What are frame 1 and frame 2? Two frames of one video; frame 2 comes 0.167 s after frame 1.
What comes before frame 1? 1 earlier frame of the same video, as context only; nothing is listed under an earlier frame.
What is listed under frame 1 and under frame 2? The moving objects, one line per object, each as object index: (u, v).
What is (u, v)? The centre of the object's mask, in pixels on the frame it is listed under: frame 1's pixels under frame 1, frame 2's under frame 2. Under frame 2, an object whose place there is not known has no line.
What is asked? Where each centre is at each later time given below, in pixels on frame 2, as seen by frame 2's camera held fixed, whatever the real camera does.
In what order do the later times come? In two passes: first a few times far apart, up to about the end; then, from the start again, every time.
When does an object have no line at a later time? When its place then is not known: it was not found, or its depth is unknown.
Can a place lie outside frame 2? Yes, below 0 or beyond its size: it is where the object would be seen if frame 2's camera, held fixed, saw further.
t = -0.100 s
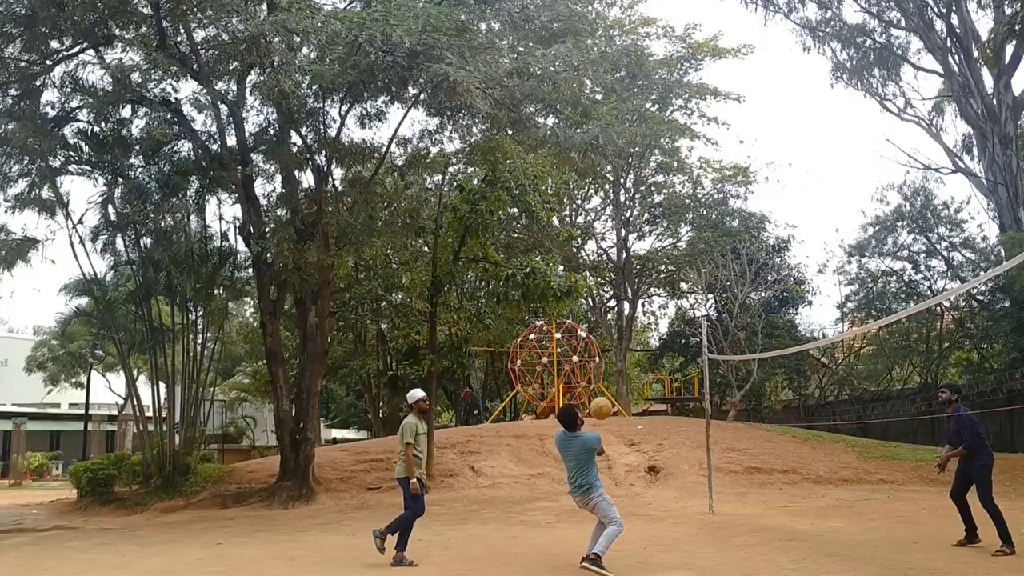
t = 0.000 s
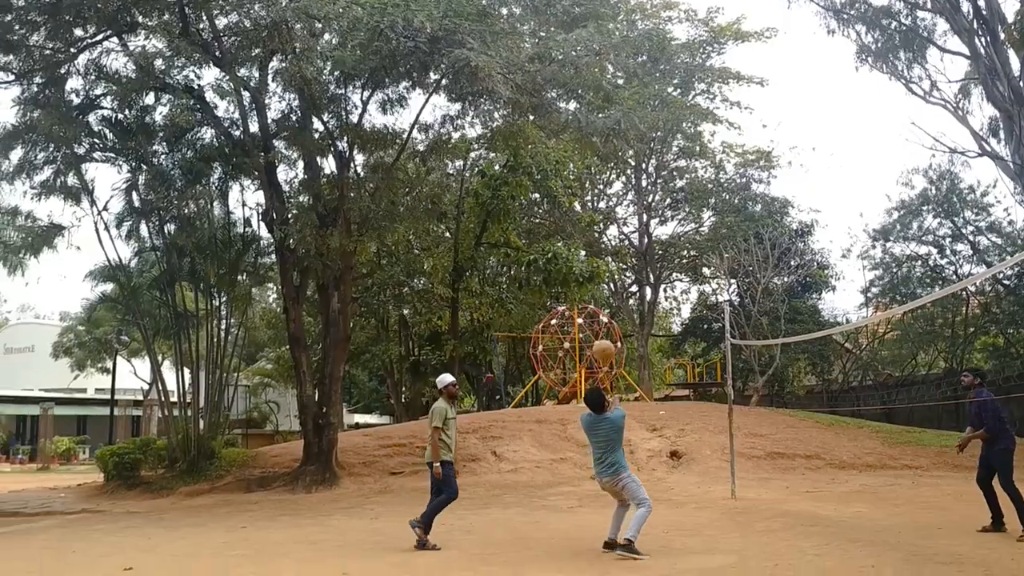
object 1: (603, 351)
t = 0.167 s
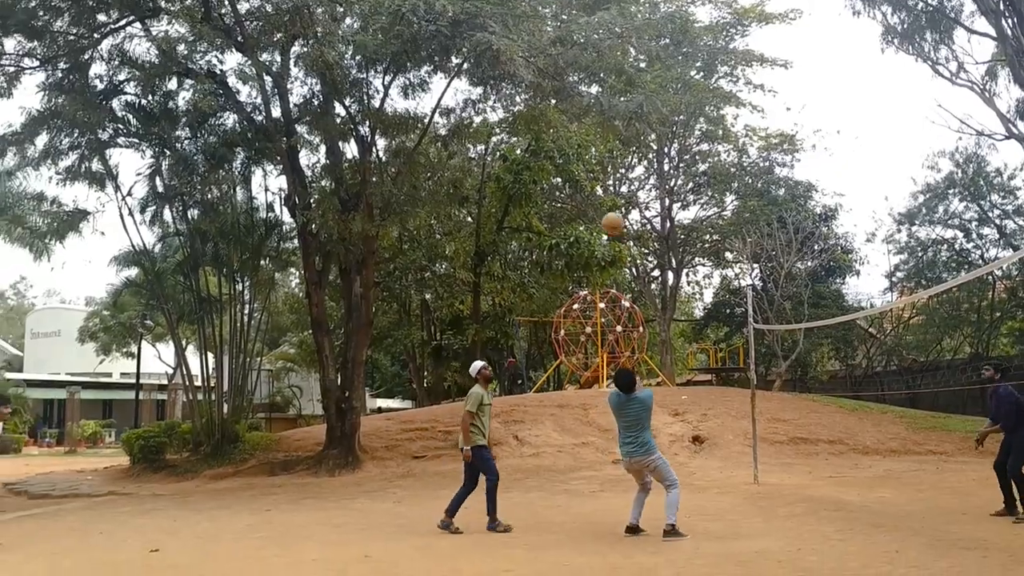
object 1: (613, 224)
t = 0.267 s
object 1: (606, 167)
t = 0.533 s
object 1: (587, 69)
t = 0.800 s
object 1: (570, 40)
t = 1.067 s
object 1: (554, 81)
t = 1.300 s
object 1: (540, 185)
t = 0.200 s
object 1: (610, 204)
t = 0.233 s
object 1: (607, 185)
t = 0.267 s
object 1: (606, 167)
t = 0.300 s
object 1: (604, 151)
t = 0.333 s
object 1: (601, 137)
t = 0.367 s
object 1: (599, 123)
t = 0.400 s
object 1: (596, 111)
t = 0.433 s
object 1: (593, 99)
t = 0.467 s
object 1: (591, 89)
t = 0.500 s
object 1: (590, 78)
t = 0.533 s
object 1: (587, 69)
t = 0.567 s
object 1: (585, 61)
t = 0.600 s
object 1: (583, 55)
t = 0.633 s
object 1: (581, 51)
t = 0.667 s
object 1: (578, 46)
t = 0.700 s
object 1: (576, 44)
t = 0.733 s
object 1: (574, 41)
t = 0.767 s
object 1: (572, 39)
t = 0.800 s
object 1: (570, 40)
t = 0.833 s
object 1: (568, 41)
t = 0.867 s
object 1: (566, 42)
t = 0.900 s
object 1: (563, 45)
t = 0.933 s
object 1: (562, 50)
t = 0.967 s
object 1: (559, 56)
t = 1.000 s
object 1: (558, 64)
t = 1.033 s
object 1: (556, 72)
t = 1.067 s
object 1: (554, 81)
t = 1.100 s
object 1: (552, 92)
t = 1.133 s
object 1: (550, 103)
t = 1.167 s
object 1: (548, 117)
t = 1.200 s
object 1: (545, 131)
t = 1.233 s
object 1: (543, 148)
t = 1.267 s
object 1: (542, 167)
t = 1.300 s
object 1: (540, 185)
